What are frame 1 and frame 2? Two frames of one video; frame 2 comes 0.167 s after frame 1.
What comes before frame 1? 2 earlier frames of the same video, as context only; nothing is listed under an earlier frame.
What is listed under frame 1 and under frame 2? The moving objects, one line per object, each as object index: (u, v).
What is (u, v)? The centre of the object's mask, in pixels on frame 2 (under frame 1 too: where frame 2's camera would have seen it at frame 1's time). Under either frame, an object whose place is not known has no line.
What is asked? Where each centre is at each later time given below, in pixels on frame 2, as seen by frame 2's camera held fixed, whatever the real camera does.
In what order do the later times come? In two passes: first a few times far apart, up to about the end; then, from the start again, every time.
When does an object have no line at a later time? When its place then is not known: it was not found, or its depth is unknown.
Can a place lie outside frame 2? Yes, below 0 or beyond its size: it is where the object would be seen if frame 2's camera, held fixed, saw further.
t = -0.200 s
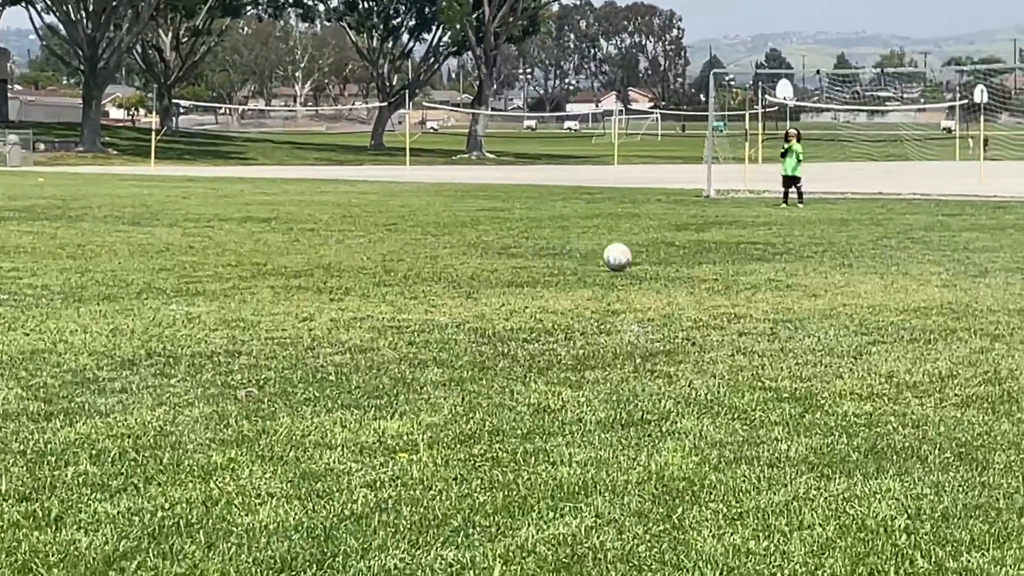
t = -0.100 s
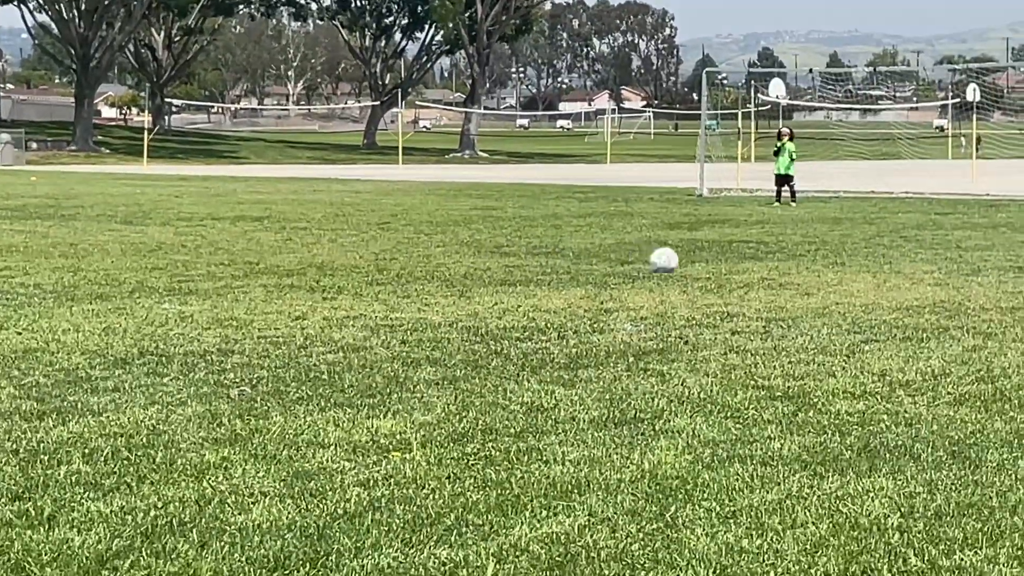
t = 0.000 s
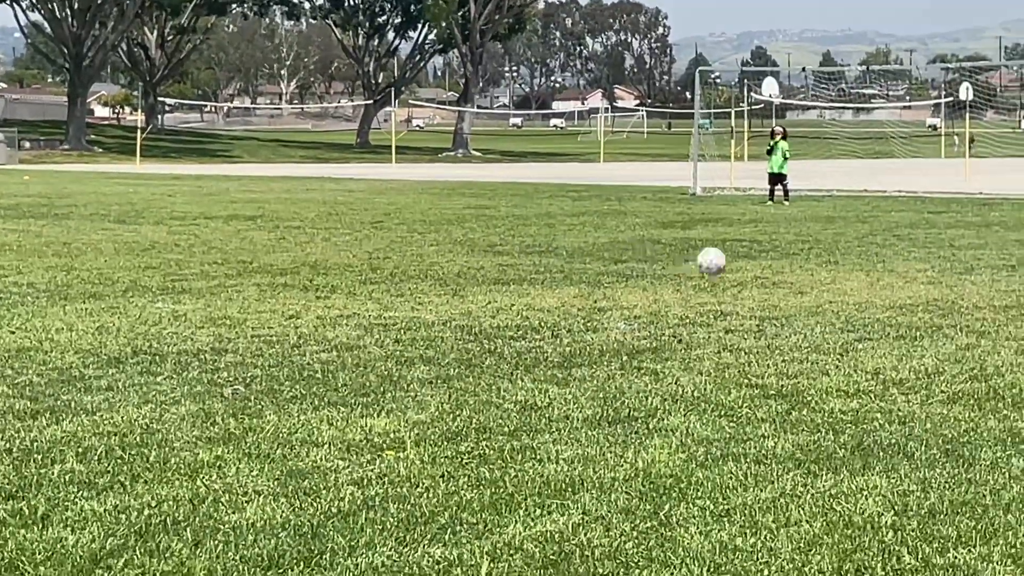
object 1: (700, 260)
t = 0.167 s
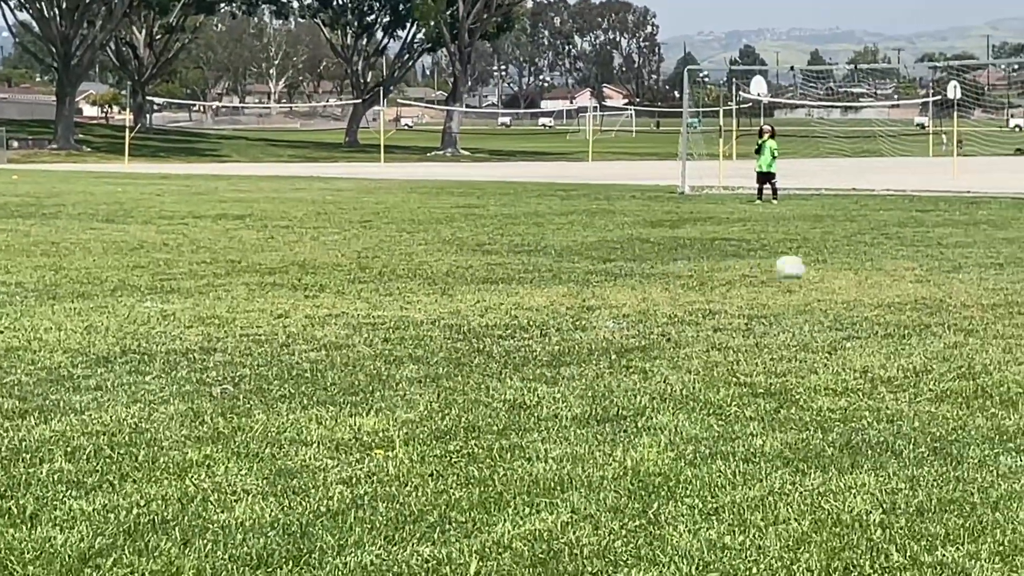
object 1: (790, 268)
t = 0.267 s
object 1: (844, 266)
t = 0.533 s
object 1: (991, 272)
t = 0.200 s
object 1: (808, 268)
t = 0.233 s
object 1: (826, 267)
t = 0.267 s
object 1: (844, 266)
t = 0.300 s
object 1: (862, 268)
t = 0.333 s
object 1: (881, 269)
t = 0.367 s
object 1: (900, 270)
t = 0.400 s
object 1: (919, 272)
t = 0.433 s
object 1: (937, 272)
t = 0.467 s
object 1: (954, 273)
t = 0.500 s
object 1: (974, 272)
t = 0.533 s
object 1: (991, 272)
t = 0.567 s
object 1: (1011, 270)
